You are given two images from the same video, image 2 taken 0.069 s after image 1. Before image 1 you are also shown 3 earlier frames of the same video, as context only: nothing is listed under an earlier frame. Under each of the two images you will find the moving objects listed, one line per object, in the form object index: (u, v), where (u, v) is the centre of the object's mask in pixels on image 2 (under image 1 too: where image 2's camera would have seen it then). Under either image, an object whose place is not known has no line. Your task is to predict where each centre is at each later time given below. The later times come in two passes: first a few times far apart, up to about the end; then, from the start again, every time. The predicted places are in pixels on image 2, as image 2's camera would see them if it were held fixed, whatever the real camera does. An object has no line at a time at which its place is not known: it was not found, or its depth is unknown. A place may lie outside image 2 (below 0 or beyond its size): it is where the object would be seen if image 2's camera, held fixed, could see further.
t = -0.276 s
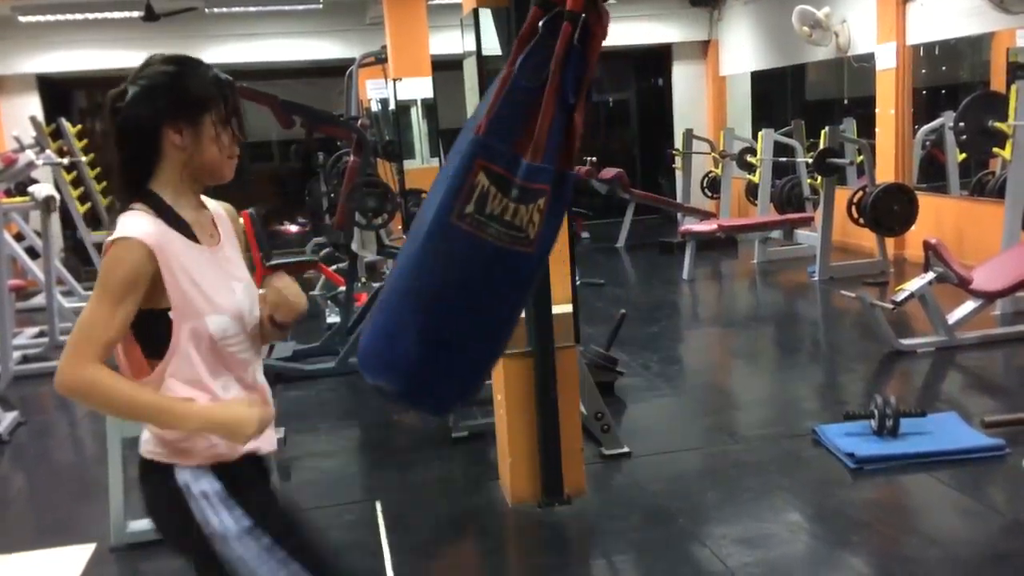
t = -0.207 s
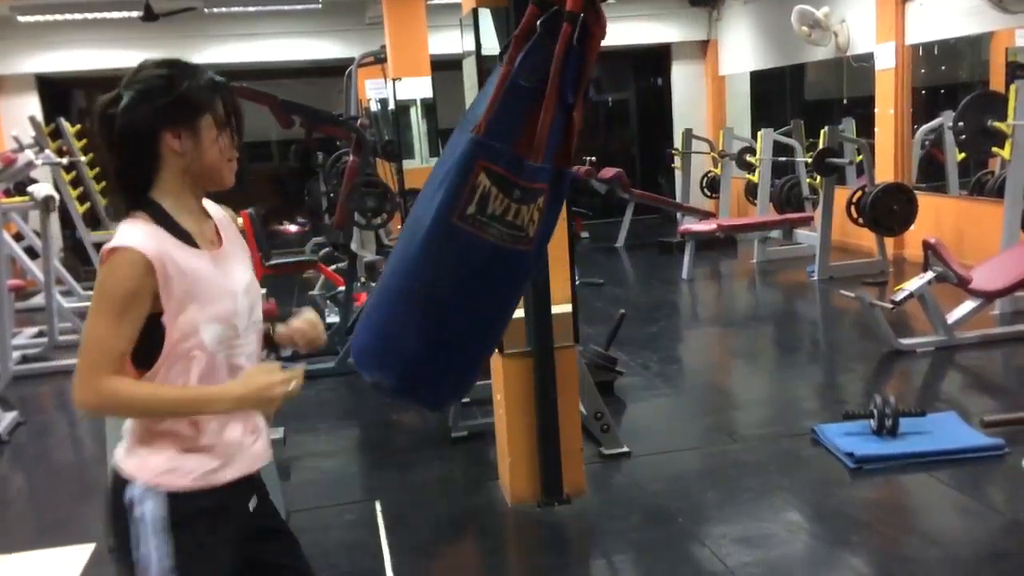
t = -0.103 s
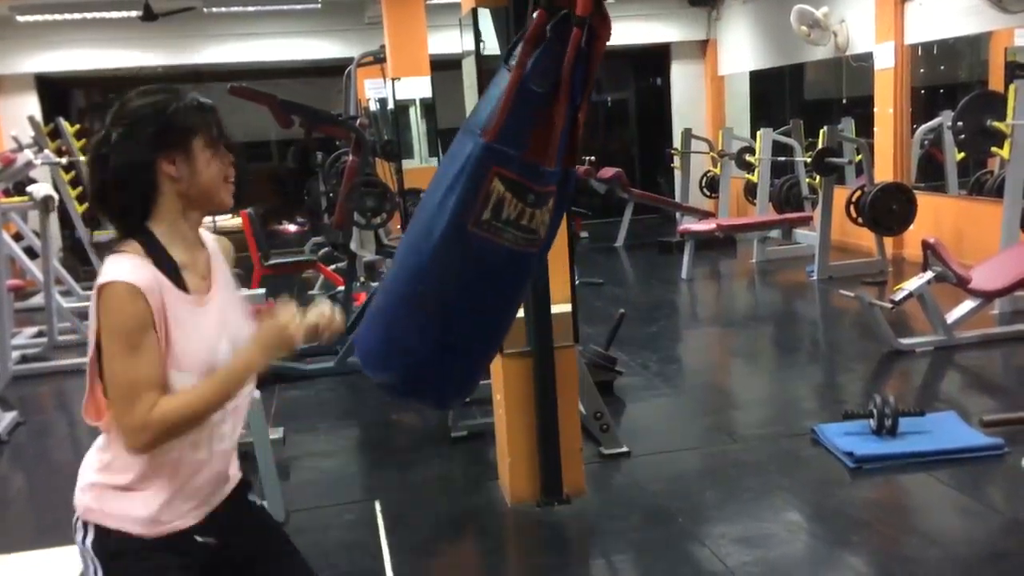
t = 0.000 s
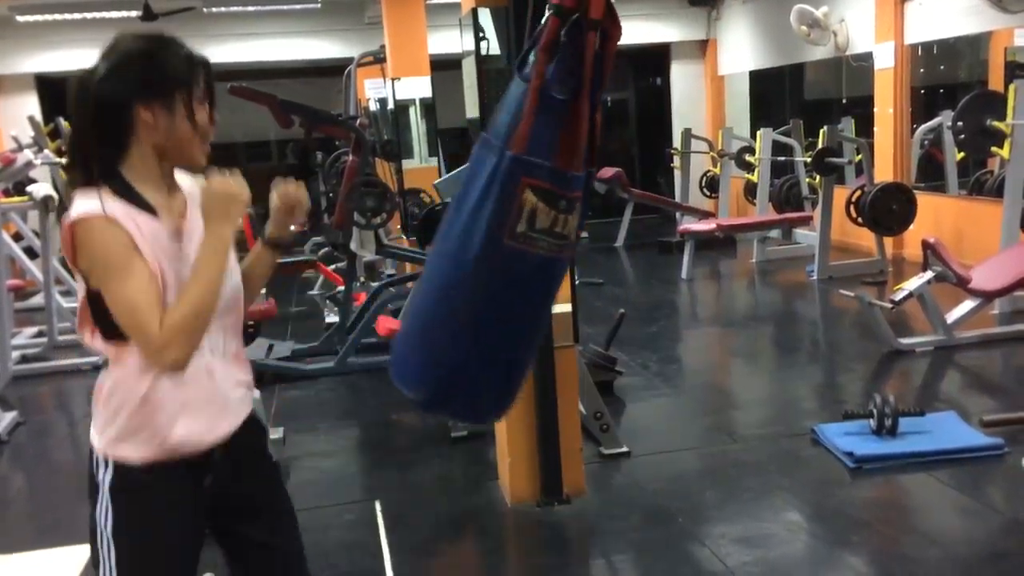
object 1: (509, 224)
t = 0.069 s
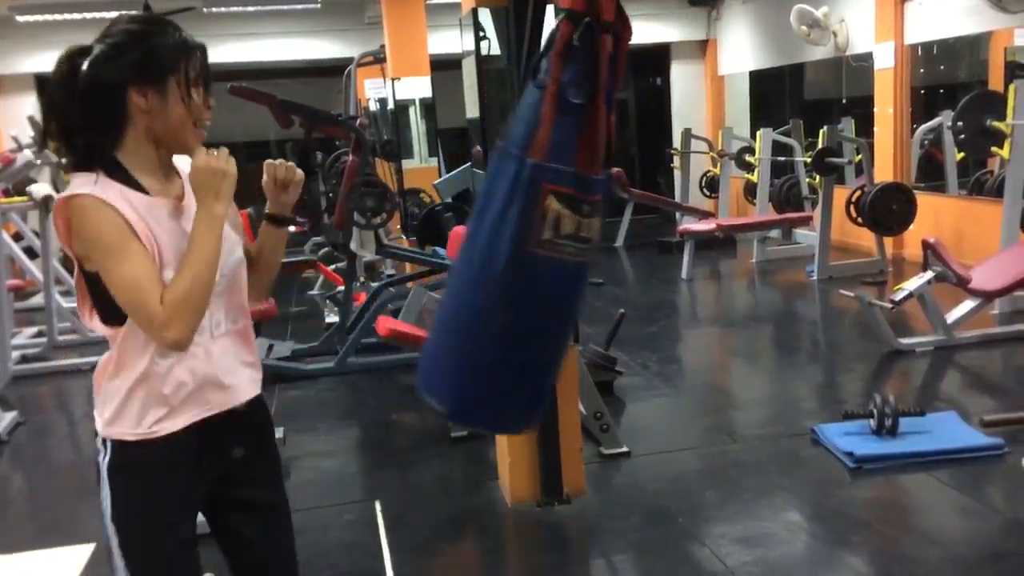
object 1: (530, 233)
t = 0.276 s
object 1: (618, 255)
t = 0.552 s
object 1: (766, 252)
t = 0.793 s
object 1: (856, 229)
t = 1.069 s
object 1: (840, 238)
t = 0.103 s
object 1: (543, 237)
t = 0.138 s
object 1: (556, 242)
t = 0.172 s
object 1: (571, 244)
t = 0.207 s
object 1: (586, 248)
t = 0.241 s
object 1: (603, 252)
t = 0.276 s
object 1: (618, 255)
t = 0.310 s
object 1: (637, 256)
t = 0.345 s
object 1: (655, 259)
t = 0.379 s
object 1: (673, 257)
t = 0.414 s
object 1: (692, 259)
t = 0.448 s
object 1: (711, 257)
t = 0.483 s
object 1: (729, 256)
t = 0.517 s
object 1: (747, 253)
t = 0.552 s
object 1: (766, 252)
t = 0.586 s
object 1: (782, 249)
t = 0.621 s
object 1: (798, 246)
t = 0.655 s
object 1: (813, 243)
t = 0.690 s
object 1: (826, 239)
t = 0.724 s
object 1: (838, 236)
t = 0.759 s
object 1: (848, 232)
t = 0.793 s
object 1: (856, 229)
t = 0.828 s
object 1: (860, 226)
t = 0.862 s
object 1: (864, 223)
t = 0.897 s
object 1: (866, 223)
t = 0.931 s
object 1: (866, 223)
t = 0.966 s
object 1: (863, 227)
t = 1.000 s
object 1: (858, 231)
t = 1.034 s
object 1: (850, 235)
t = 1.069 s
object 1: (840, 238)
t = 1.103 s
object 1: (828, 241)
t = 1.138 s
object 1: (814, 244)
